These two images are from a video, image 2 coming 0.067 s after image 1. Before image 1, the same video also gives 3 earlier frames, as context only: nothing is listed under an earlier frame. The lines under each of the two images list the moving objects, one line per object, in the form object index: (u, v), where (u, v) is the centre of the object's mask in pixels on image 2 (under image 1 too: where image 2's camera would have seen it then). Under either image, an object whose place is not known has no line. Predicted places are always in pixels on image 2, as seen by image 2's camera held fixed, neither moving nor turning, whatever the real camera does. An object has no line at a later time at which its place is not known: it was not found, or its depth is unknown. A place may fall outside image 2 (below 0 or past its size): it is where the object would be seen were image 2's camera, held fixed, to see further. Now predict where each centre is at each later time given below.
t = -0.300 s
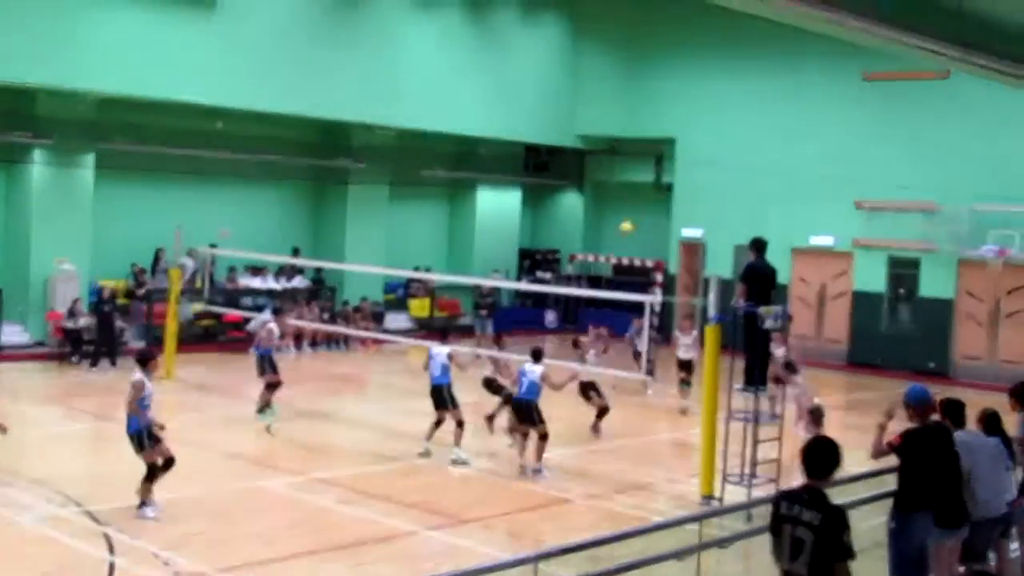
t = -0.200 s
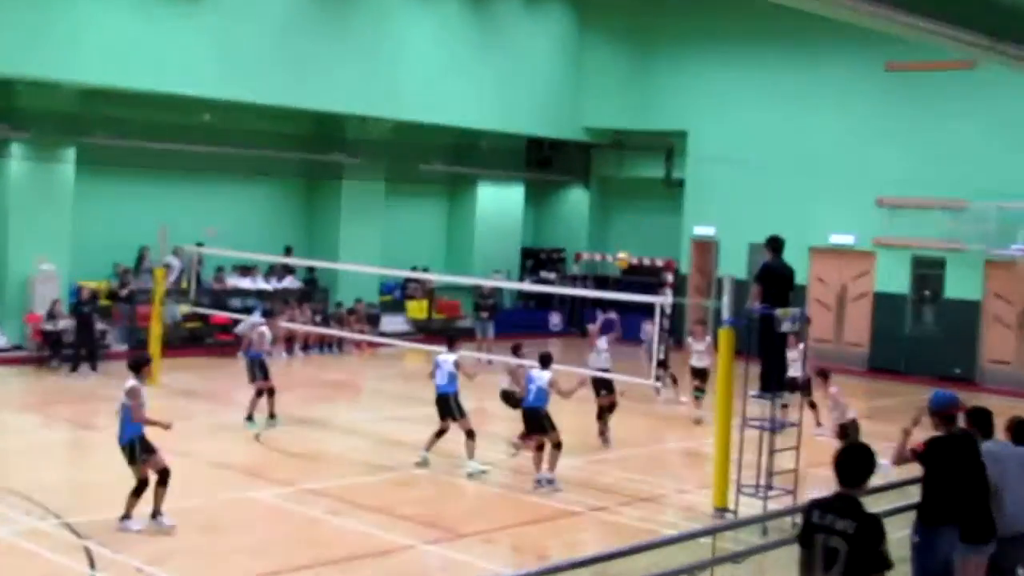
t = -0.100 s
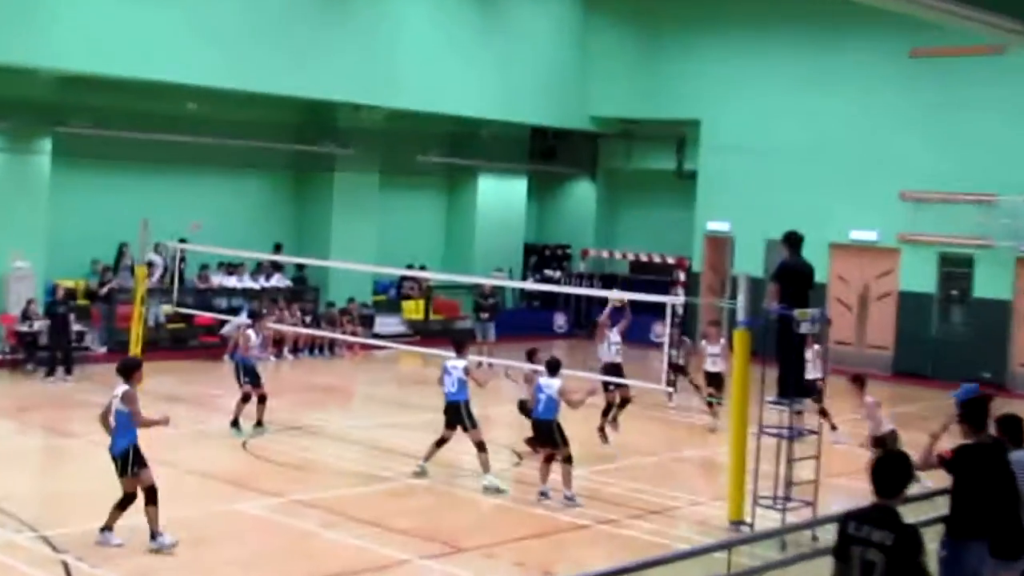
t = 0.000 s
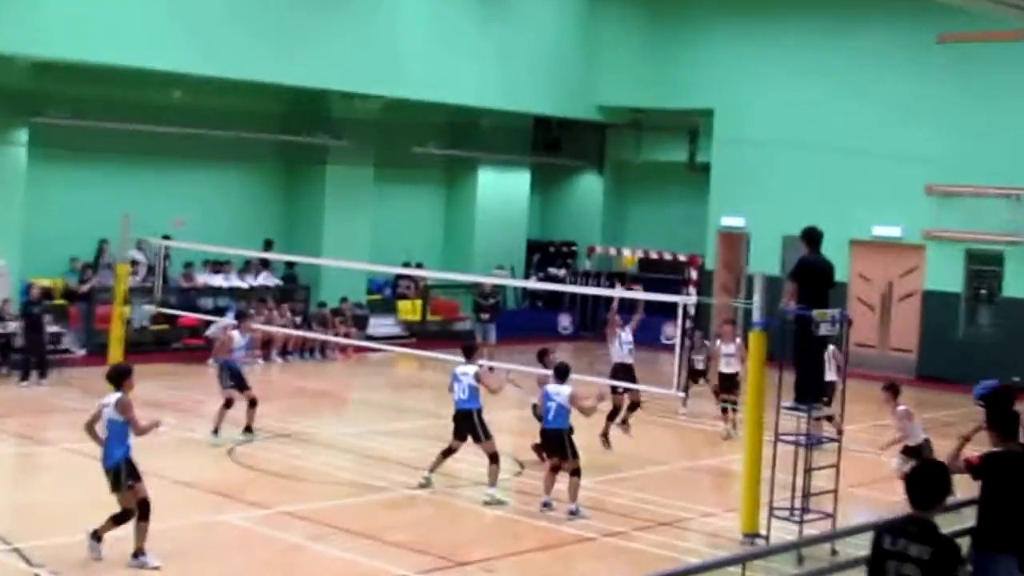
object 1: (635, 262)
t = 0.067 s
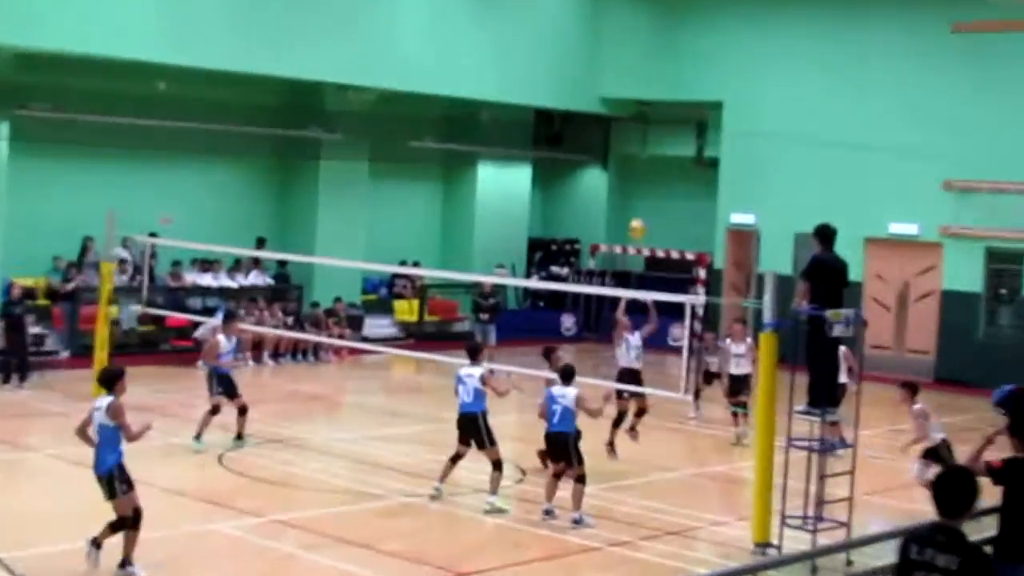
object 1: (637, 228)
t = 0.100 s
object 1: (638, 215)
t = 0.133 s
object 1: (640, 203)
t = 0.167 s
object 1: (642, 192)
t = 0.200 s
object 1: (644, 181)
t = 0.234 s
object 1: (646, 172)
